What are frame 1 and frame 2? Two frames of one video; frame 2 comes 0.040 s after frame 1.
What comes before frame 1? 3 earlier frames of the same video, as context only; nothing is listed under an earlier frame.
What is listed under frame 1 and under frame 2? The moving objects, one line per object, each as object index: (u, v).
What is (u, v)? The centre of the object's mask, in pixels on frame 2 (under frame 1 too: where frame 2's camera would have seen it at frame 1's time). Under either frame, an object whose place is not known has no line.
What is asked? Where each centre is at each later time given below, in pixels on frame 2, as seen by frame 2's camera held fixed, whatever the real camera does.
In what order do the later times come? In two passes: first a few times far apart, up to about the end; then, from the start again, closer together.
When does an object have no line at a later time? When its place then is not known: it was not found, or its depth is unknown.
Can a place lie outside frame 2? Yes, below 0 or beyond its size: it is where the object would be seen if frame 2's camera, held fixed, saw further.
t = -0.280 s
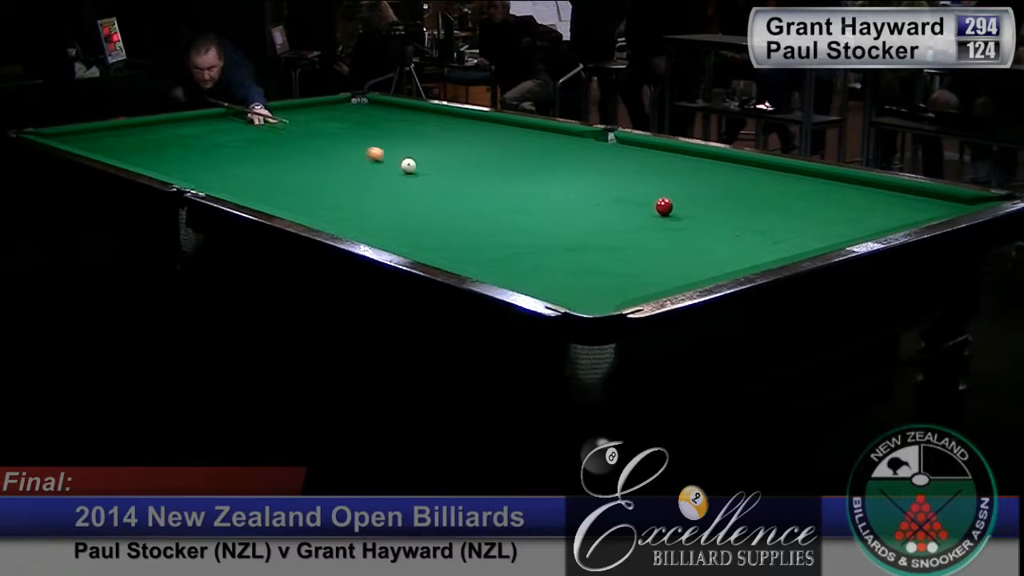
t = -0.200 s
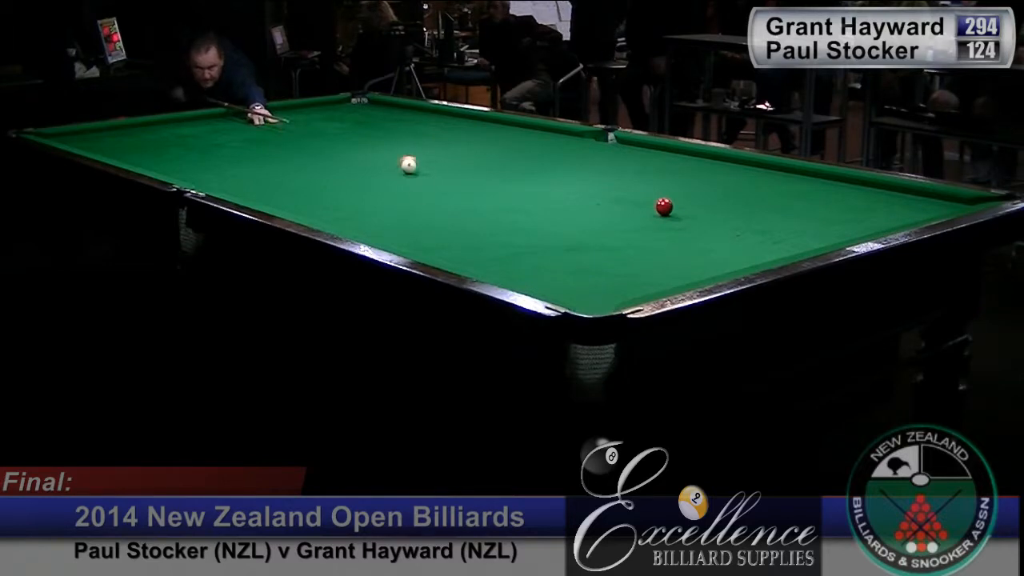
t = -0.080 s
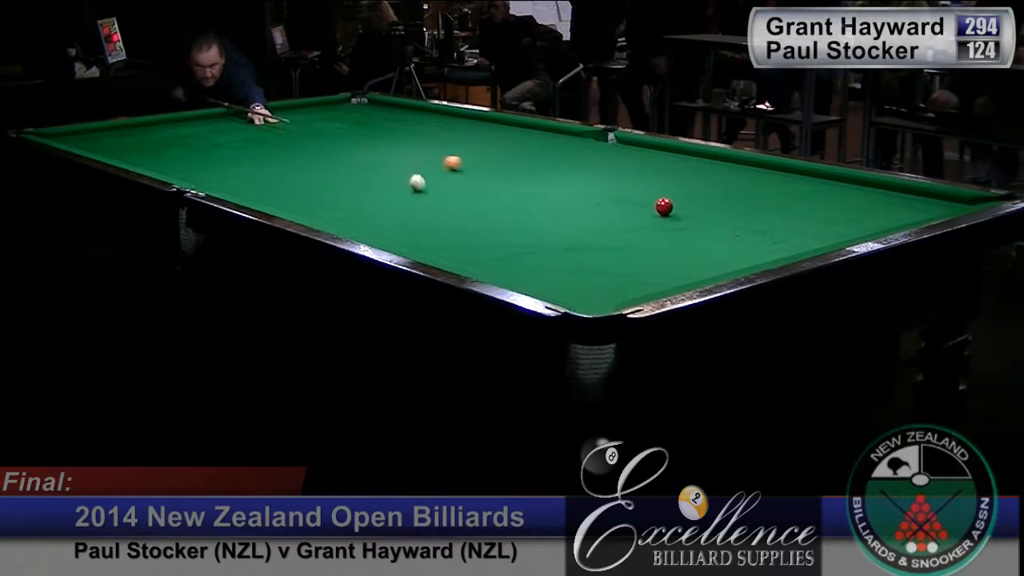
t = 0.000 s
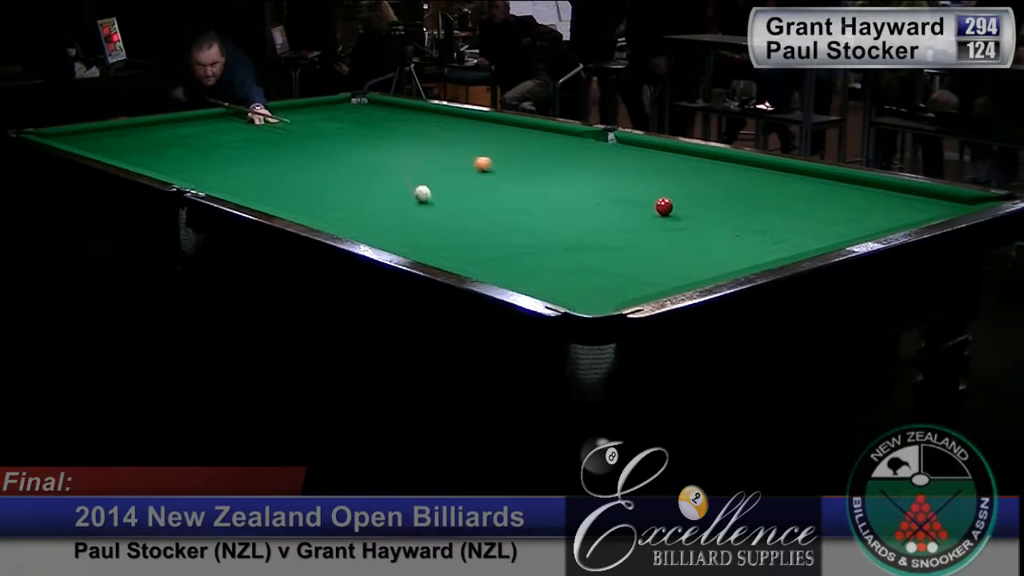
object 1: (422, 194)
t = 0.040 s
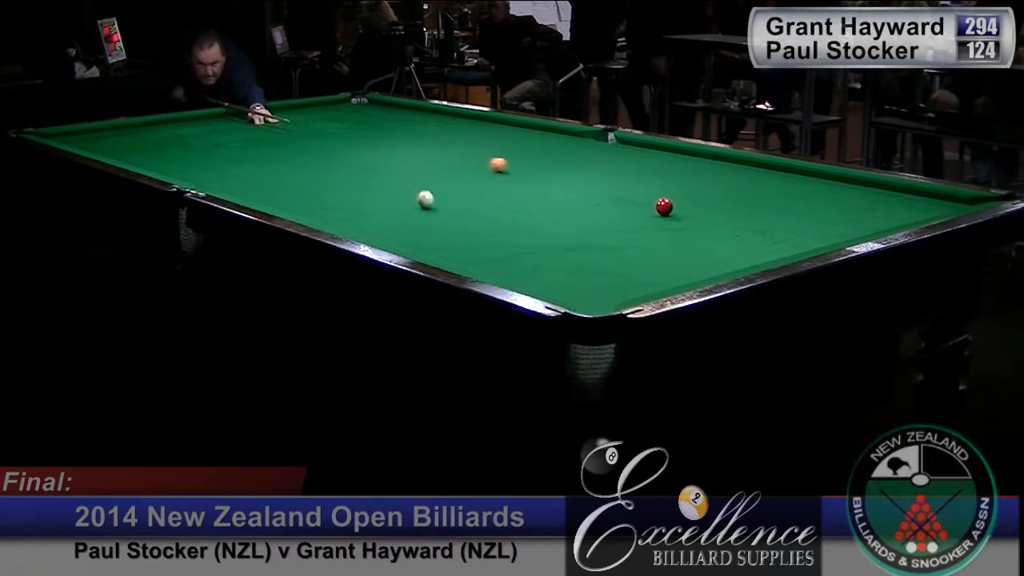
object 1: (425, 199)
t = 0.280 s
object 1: (443, 234)
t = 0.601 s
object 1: (527, 275)
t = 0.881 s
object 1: (652, 285)
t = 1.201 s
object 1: (625, 256)
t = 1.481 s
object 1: (606, 233)
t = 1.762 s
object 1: (592, 214)
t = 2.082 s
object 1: (577, 196)
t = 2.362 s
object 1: (567, 182)
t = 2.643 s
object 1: (559, 171)
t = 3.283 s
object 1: (544, 149)
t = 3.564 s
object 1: (538, 141)
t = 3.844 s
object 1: (534, 135)
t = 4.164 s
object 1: (529, 128)
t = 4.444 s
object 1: (516, 124)
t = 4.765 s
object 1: (490, 122)
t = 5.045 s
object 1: (470, 122)
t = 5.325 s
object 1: (452, 121)
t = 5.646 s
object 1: (433, 120)
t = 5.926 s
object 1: (419, 119)
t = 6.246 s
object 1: (405, 119)
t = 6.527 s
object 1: (394, 118)
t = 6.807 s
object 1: (386, 118)
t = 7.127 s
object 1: (378, 118)
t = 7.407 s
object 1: (372, 117)
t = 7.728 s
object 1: (368, 117)
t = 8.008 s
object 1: (366, 117)
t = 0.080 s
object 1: (428, 205)
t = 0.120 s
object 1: (431, 211)
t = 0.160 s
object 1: (434, 216)
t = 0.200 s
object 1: (436, 222)
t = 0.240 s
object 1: (439, 228)
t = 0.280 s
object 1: (443, 234)
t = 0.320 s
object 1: (446, 241)
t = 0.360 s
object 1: (449, 247)
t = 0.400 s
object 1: (453, 253)
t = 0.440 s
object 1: (457, 258)
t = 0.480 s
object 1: (464, 262)
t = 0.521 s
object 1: (485, 267)
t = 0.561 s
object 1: (507, 270)
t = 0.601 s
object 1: (527, 275)
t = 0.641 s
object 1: (548, 277)
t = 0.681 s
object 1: (568, 280)
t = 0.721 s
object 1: (588, 283)
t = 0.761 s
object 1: (609, 286)
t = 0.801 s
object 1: (630, 287)
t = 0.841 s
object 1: (650, 287)
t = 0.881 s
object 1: (652, 285)
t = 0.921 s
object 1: (648, 283)
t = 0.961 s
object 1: (644, 280)
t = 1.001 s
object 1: (641, 276)
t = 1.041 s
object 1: (637, 272)
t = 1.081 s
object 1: (634, 268)
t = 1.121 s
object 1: (631, 264)
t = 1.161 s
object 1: (628, 260)
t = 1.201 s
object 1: (625, 256)
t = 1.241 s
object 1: (622, 253)
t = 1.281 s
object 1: (619, 250)
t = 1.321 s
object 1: (616, 246)
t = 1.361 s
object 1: (614, 243)
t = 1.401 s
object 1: (611, 239)
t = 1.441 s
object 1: (609, 236)
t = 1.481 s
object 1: (606, 233)
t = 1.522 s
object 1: (604, 230)
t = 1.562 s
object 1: (602, 227)
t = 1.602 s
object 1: (600, 225)
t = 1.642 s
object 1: (597, 222)
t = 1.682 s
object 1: (596, 219)
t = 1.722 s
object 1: (593, 217)
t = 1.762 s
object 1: (592, 214)
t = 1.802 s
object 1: (590, 212)
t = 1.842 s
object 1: (588, 209)
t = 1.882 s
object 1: (586, 207)
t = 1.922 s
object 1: (584, 204)
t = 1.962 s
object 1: (582, 202)
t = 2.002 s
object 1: (581, 200)
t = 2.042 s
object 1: (579, 198)
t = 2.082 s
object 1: (577, 196)
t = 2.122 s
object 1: (576, 194)
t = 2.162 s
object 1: (575, 192)
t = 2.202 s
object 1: (573, 190)
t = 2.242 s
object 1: (572, 188)
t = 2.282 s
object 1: (570, 186)
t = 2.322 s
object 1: (569, 184)
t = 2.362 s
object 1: (567, 182)
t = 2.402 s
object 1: (566, 180)
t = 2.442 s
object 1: (565, 179)
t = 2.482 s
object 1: (564, 177)
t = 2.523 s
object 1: (562, 175)
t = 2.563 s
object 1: (561, 174)
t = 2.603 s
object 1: (560, 172)
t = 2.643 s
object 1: (559, 171)
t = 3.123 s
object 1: (547, 154)
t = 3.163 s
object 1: (546, 152)
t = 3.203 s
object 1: (545, 151)
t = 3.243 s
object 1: (545, 150)
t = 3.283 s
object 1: (544, 149)
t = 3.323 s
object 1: (543, 148)
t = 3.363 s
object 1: (542, 146)
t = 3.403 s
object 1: (541, 146)
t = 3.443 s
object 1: (541, 144)
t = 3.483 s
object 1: (540, 143)
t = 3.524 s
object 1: (539, 142)
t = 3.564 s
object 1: (538, 141)
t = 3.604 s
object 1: (538, 140)
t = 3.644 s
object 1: (537, 139)
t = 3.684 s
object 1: (536, 138)
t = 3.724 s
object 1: (536, 137)
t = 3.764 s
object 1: (535, 136)
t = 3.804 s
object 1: (535, 136)
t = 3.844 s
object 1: (534, 135)
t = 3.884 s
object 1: (533, 133)
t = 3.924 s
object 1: (533, 133)
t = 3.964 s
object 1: (532, 132)
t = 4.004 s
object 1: (532, 131)
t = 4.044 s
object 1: (531, 130)
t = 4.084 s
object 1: (530, 129)
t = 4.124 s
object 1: (530, 128)
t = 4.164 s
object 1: (529, 128)
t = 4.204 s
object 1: (529, 127)
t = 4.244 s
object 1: (528, 126)
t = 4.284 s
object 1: (528, 125)
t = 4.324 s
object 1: (526, 125)
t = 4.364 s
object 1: (523, 124)
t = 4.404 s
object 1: (519, 124)
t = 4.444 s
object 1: (516, 124)
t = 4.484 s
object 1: (513, 124)
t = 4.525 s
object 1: (509, 124)
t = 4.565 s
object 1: (506, 123)
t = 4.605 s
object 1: (503, 123)
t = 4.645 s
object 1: (499, 123)
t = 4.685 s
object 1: (497, 123)
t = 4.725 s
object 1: (493, 123)
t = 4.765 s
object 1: (490, 122)
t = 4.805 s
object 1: (487, 122)
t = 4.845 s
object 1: (485, 122)
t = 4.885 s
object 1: (482, 122)
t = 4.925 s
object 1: (479, 122)
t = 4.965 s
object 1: (476, 122)
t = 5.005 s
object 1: (473, 122)
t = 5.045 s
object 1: (470, 122)
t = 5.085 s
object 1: (467, 122)
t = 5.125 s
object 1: (465, 121)
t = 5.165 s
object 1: (463, 121)
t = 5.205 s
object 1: (460, 121)
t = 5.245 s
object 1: (457, 121)
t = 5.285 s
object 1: (454, 121)
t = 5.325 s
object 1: (452, 121)
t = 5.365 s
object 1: (450, 121)
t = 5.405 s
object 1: (447, 121)
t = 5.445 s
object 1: (445, 121)
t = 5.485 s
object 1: (442, 120)
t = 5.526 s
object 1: (440, 120)
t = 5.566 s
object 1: (438, 120)
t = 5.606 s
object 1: (435, 120)
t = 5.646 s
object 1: (433, 120)
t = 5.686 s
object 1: (431, 120)
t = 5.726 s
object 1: (429, 120)
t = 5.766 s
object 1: (427, 120)
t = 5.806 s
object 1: (425, 120)
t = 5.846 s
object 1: (423, 119)
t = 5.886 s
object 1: (421, 120)
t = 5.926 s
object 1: (419, 119)
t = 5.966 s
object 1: (417, 119)
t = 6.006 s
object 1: (415, 119)
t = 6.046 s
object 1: (413, 119)
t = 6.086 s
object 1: (412, 119)
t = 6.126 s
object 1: (410, 119)
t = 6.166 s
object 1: (408, 119)
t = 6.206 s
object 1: (407, 119)
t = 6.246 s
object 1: (405, 119)
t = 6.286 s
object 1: (403, 119)
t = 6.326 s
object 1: (402, 119)
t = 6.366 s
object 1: (400, 118)
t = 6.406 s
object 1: (399, 119)
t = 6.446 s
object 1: (397, 119)
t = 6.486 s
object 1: (396, 118)
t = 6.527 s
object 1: (394, 118)
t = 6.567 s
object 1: (393, 118)
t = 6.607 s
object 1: (391, 118)
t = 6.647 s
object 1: (390, 118)
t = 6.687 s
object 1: (389, 118)
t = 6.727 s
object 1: (388, 118)
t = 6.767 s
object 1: (387, 118)
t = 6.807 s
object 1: (386, 118)
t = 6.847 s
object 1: (384, 118)
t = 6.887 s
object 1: (384, 118)
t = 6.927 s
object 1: (383, 118)
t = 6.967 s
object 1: (380, 118)
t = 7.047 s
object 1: (379, 118)
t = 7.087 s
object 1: (378, 118)
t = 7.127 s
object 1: (378, 118)
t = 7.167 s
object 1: (377, 117)
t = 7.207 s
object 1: (376, 117)
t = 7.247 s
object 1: (375, 117)
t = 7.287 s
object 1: (374, 117)
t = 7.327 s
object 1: (374, 117)
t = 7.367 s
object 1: (373, 117)
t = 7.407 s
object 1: (372, 117)
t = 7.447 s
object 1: (371, 117)
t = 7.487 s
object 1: (371, 117)
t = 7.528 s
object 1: (370, 117)
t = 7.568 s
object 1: (370, 117)
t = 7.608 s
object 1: (370, 117)
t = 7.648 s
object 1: (369, 117)
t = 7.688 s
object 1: (369, 117)
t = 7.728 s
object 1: (368, 117)
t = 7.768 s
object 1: (368, 117)
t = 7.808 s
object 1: (367, 117)
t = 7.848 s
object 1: (367, 117)
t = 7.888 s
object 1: (367, 117)
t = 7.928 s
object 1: (366, 117)
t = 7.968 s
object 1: (366, 117)
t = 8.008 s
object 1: (366, 117)
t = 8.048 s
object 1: (366, 117)
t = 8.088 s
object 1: (366, 117)
